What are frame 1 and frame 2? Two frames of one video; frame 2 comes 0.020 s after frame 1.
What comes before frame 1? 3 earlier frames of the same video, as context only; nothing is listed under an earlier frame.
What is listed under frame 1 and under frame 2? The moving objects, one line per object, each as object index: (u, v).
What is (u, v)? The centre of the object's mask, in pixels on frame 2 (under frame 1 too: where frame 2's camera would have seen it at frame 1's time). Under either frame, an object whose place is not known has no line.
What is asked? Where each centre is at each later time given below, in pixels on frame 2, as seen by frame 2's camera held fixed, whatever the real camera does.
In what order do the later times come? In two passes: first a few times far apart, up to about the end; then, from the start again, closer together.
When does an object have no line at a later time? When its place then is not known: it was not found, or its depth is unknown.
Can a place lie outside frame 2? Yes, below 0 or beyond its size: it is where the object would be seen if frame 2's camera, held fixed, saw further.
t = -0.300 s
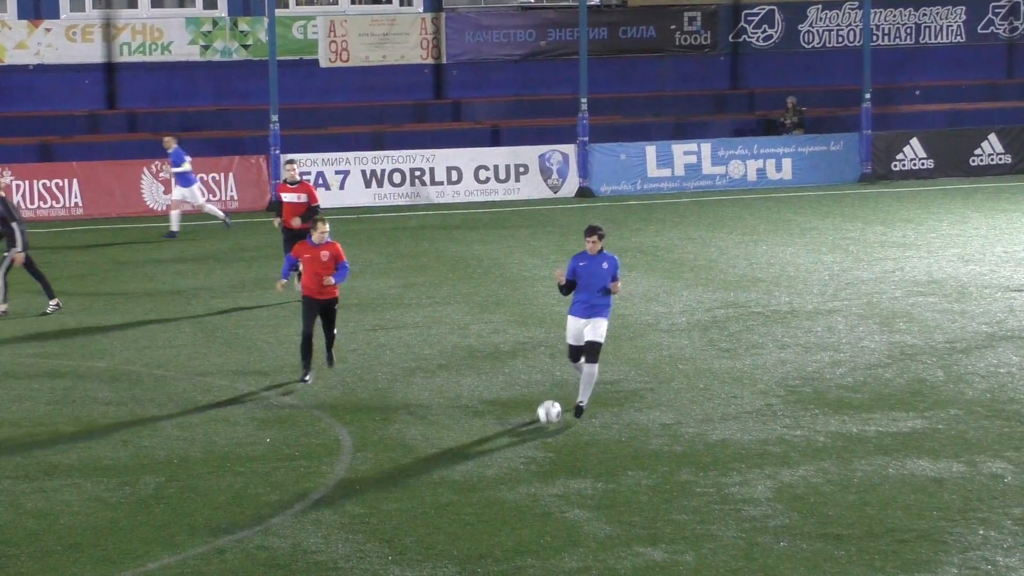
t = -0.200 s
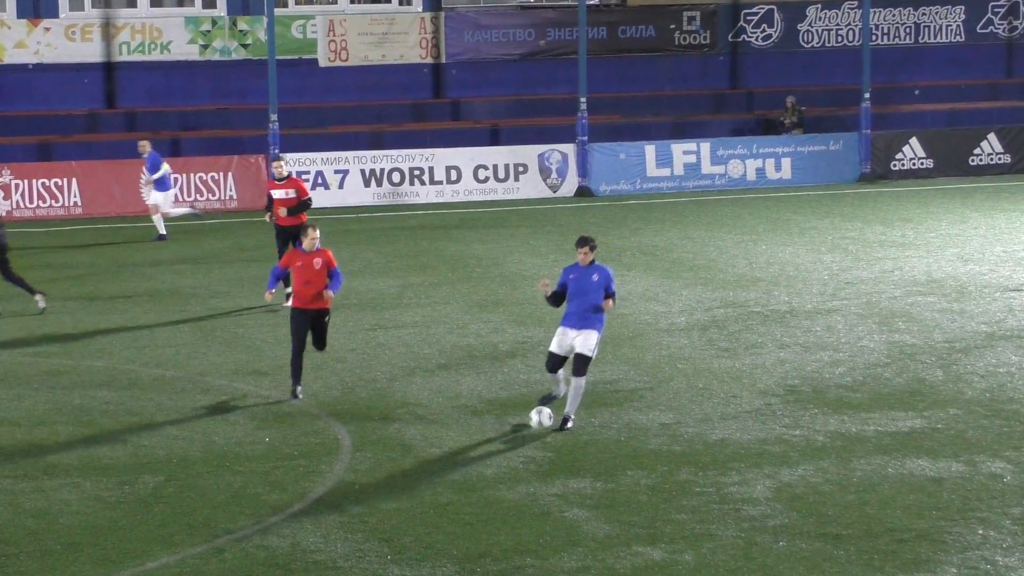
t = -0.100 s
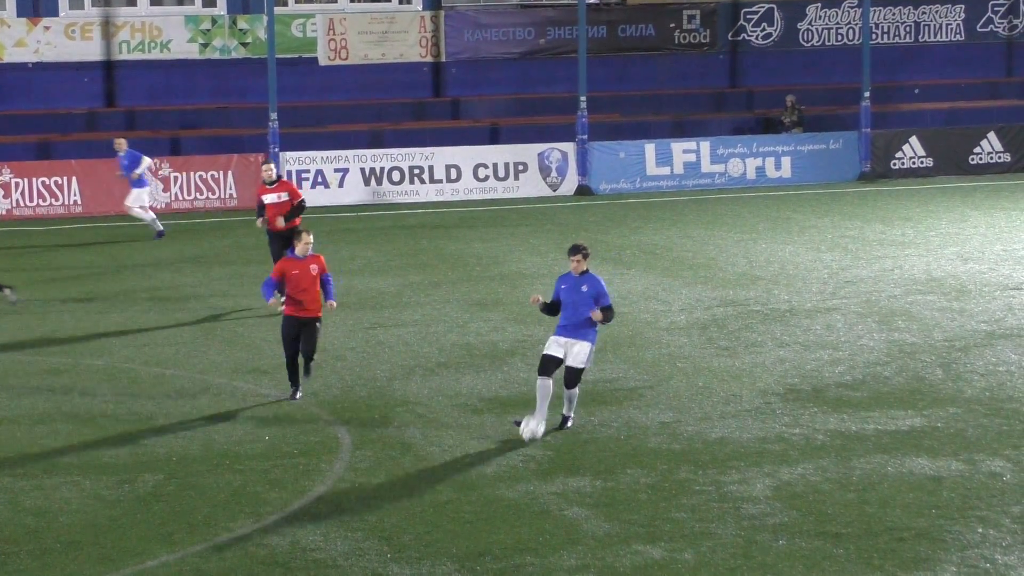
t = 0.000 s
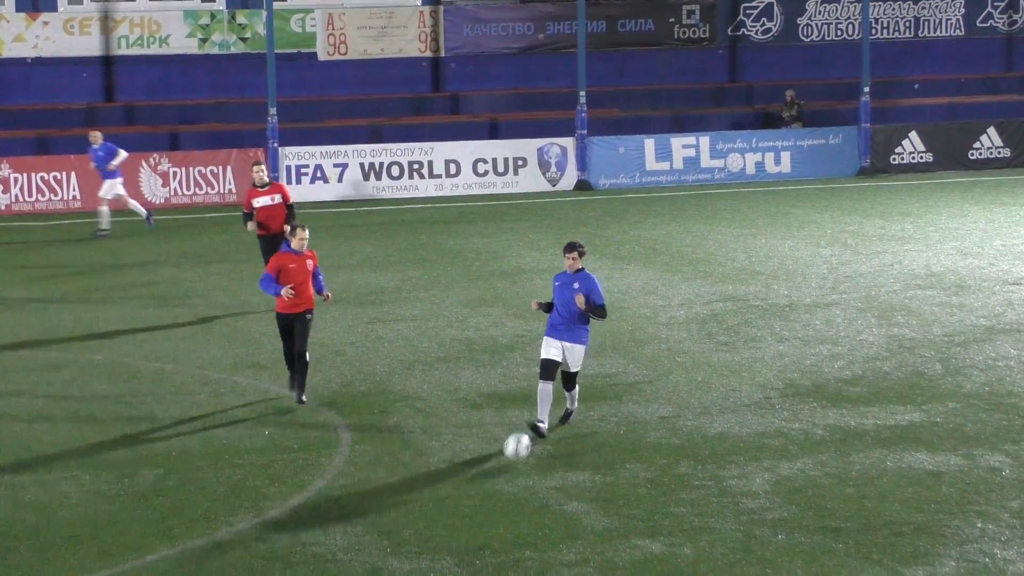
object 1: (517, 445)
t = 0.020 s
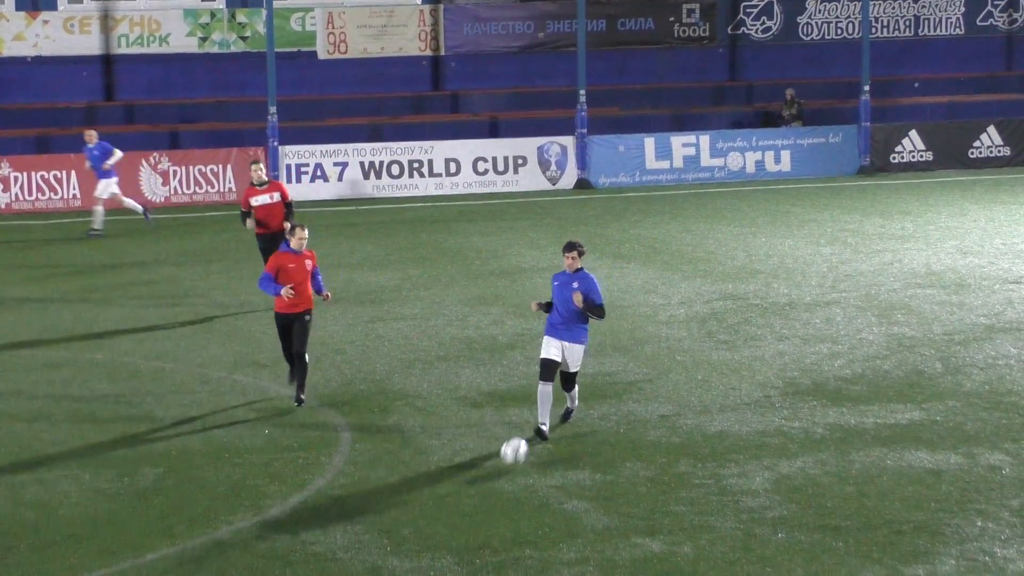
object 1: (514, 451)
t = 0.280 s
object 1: (477, 540)
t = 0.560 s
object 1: (435, 640)
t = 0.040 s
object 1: (511, 457)
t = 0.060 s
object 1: (509, 466)
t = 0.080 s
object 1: (506, 473)
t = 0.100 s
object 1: (503, 481)
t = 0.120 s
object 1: (500, 486)
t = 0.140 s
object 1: (497, 491)
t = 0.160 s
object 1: (494, 497)
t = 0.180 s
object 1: (492, 505)
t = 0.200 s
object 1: (489, 513)
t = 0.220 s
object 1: (486, 521)
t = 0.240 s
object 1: (483, 527)
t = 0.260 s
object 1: (480, 533)
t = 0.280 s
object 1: (477, 540)
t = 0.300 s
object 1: (474, 548)
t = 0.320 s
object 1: (471, 555)
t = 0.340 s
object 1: (468, 562)
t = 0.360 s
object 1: (465, 568)
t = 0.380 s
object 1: (462, 573)
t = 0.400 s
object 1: (460, 581)
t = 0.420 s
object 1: (457, 588)
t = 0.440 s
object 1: (453, 596)
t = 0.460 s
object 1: (450, 605)
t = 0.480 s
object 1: (447, 615)
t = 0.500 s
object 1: (444, 625)
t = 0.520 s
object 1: (441, 630)
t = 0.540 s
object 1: (438, 634)
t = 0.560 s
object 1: (435, 640)
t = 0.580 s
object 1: (431, 646)
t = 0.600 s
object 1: (428, 653)
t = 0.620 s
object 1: (425, 661)
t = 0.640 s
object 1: (422, 671)
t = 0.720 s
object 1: (409, 716)
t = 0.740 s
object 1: (406, 722)
